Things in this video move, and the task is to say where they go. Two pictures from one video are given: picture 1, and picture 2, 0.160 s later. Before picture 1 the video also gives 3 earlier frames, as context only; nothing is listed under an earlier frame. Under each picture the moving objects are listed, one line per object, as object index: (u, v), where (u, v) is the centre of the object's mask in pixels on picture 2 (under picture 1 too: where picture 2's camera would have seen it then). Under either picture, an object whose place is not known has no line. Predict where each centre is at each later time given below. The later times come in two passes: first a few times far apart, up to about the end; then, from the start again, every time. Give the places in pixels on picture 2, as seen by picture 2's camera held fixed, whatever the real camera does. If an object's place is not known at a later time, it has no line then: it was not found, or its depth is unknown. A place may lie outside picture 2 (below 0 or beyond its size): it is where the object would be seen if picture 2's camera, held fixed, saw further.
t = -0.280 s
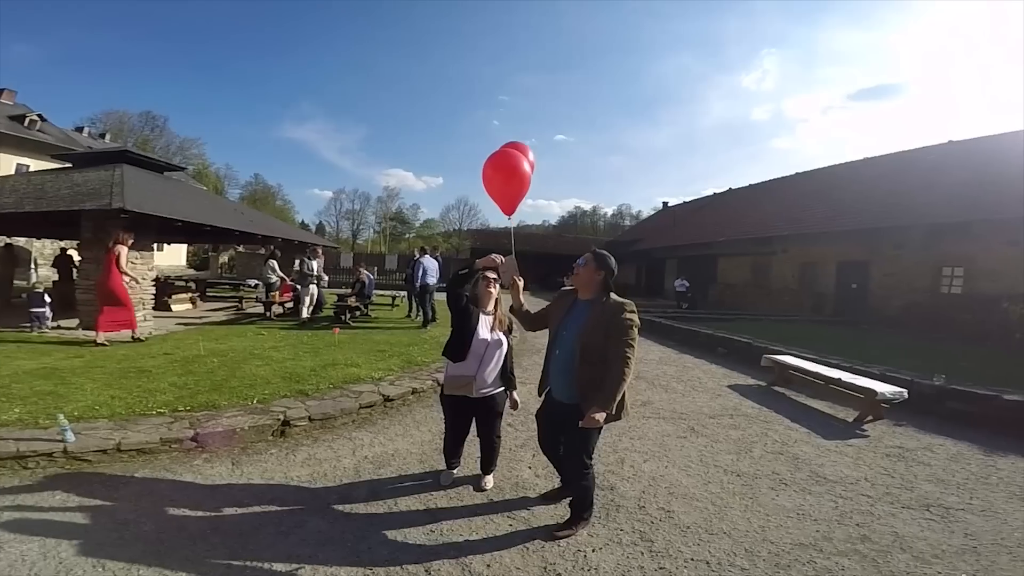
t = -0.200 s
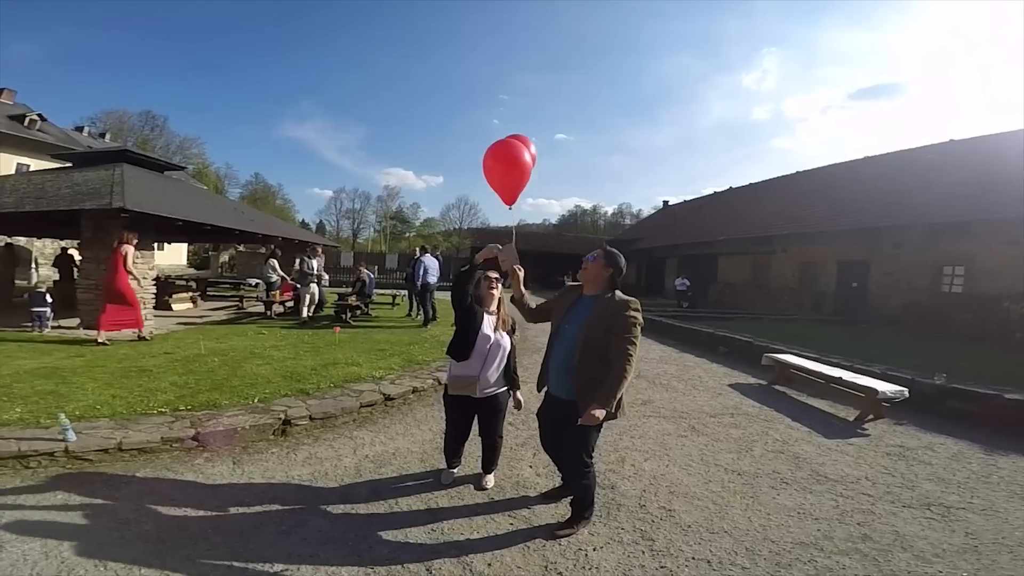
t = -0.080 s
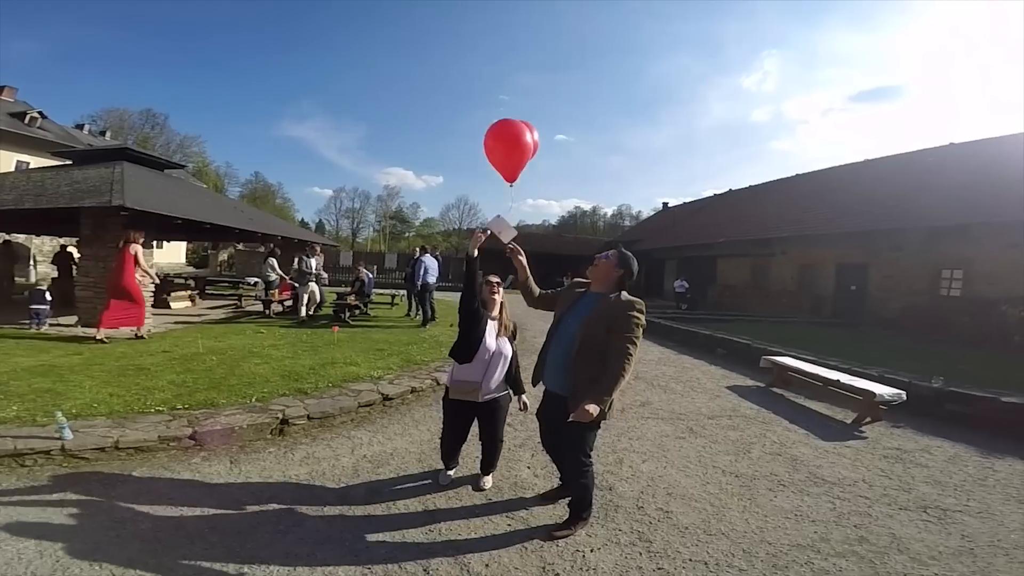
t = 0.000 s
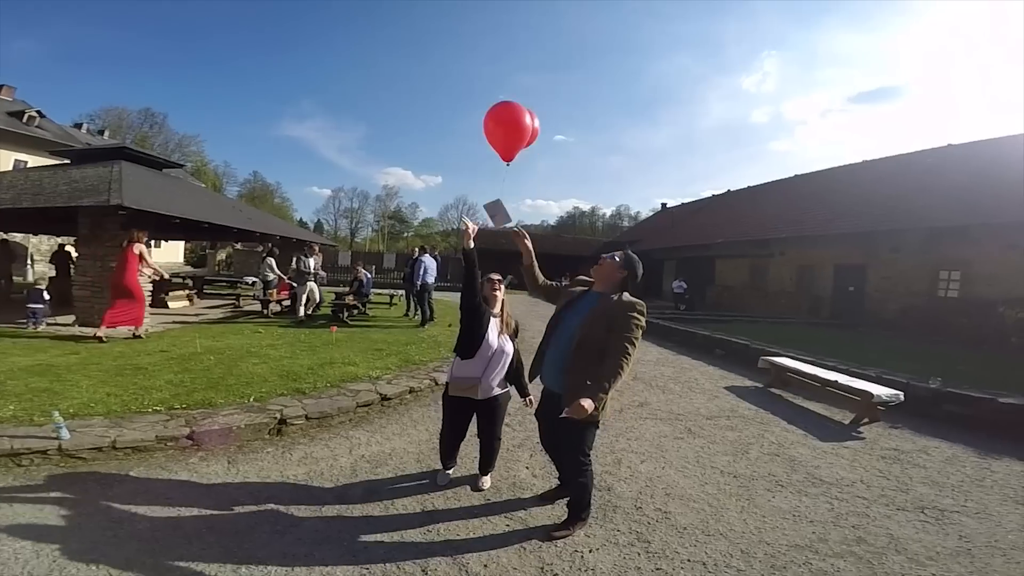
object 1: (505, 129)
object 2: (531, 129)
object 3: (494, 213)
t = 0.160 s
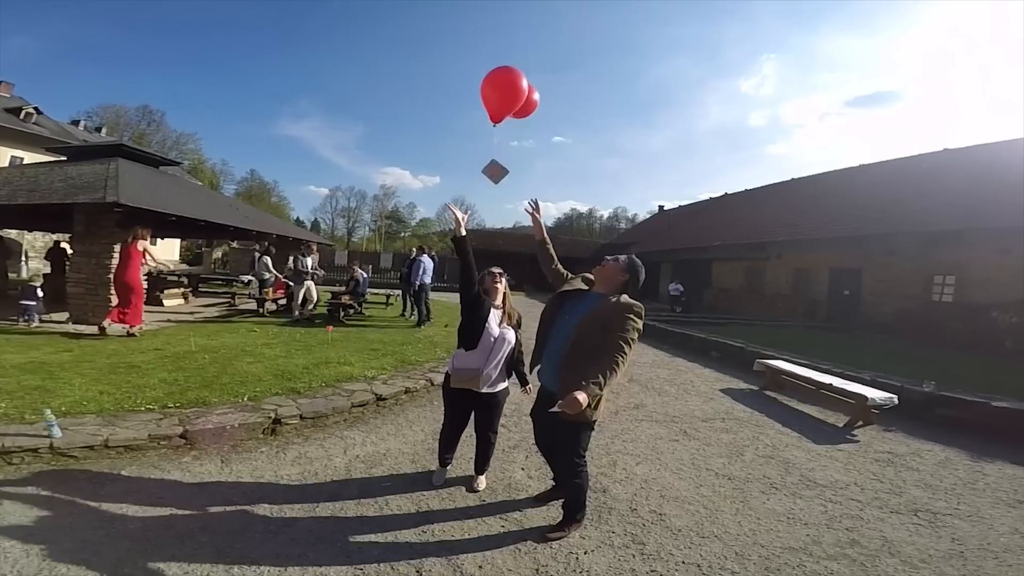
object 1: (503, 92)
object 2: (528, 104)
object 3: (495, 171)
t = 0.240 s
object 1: (500, 75)
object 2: (525, 88)
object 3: (494, 150)
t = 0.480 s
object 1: (481, 27)
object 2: (513, 46)
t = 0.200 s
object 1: (502, 83)
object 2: (527, 96)
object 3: (494, 160)
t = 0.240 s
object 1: (500, 75)
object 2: (525, 88)
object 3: (494, 150)
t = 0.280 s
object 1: (497, 66)
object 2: (524, 80)
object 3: (493, 140)
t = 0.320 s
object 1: (495, 57)
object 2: (522, 73)
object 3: (492, 131)
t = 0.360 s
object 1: (492, 49)
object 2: (520, 66)
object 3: (491, 121)
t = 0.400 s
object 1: (489, 41)
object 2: (518, 59)
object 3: (490, 112)
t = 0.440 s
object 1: (486, 34)
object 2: (517, 52)
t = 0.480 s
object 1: (481, 27)
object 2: (513, 46)
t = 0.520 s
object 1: (477, 21)
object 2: (511, 41)
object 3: (487, 89)
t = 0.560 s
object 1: (474, 15)
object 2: (511, 37)
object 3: (487, 83)
